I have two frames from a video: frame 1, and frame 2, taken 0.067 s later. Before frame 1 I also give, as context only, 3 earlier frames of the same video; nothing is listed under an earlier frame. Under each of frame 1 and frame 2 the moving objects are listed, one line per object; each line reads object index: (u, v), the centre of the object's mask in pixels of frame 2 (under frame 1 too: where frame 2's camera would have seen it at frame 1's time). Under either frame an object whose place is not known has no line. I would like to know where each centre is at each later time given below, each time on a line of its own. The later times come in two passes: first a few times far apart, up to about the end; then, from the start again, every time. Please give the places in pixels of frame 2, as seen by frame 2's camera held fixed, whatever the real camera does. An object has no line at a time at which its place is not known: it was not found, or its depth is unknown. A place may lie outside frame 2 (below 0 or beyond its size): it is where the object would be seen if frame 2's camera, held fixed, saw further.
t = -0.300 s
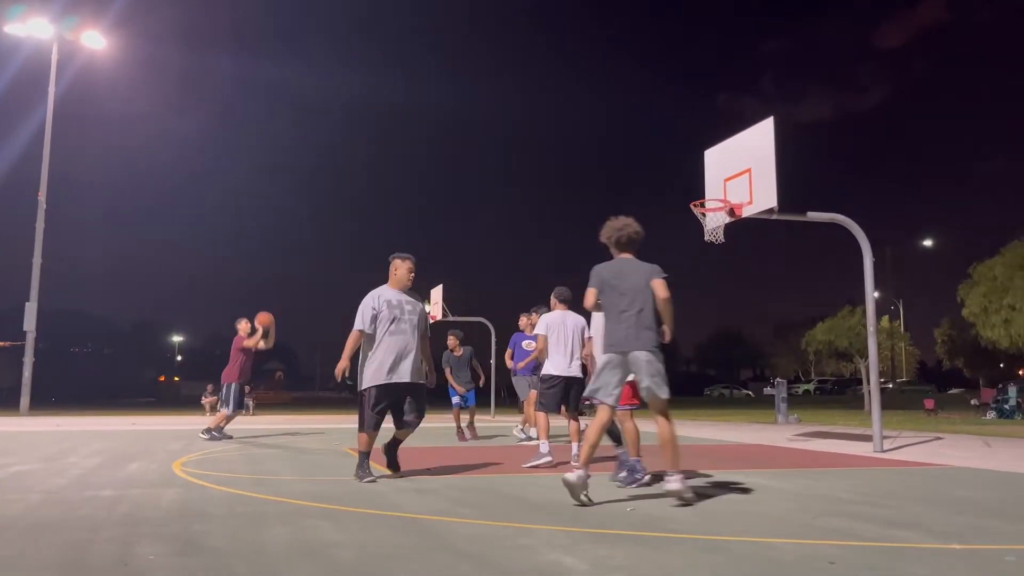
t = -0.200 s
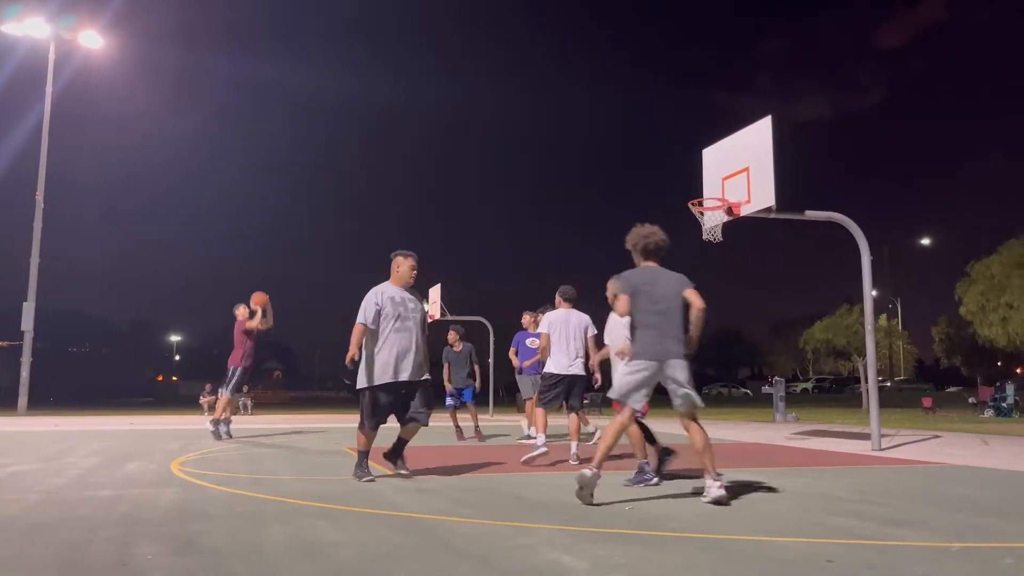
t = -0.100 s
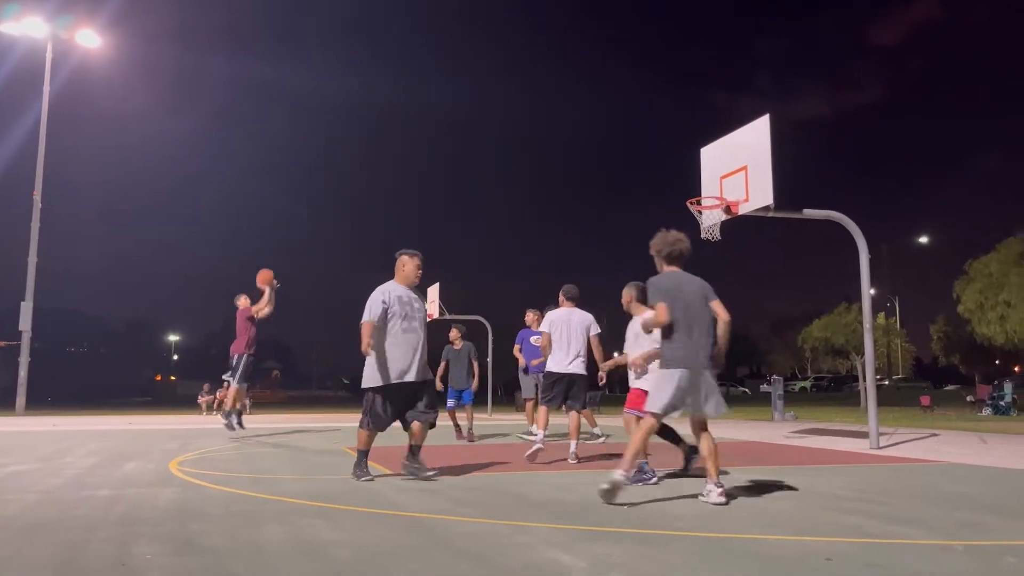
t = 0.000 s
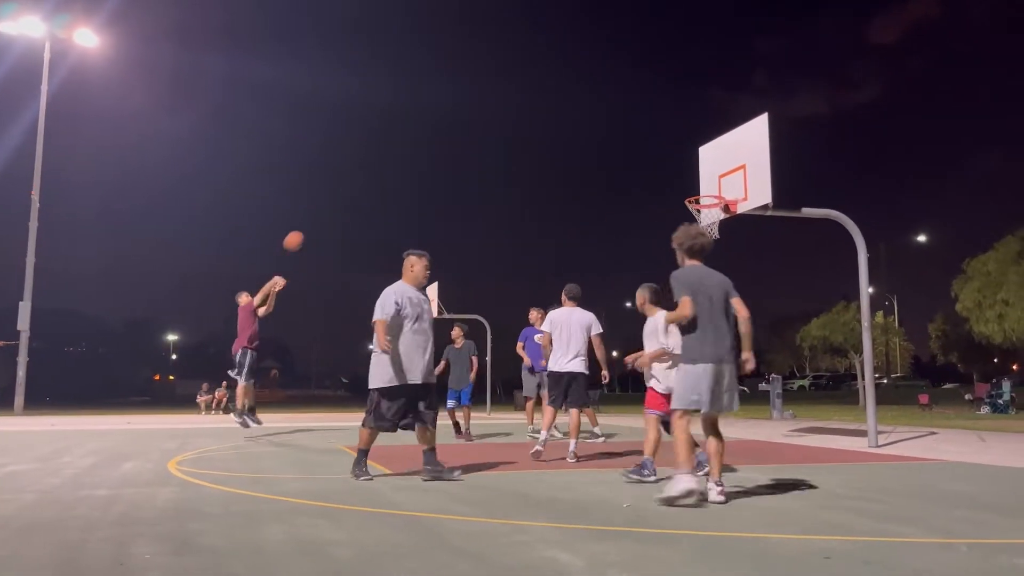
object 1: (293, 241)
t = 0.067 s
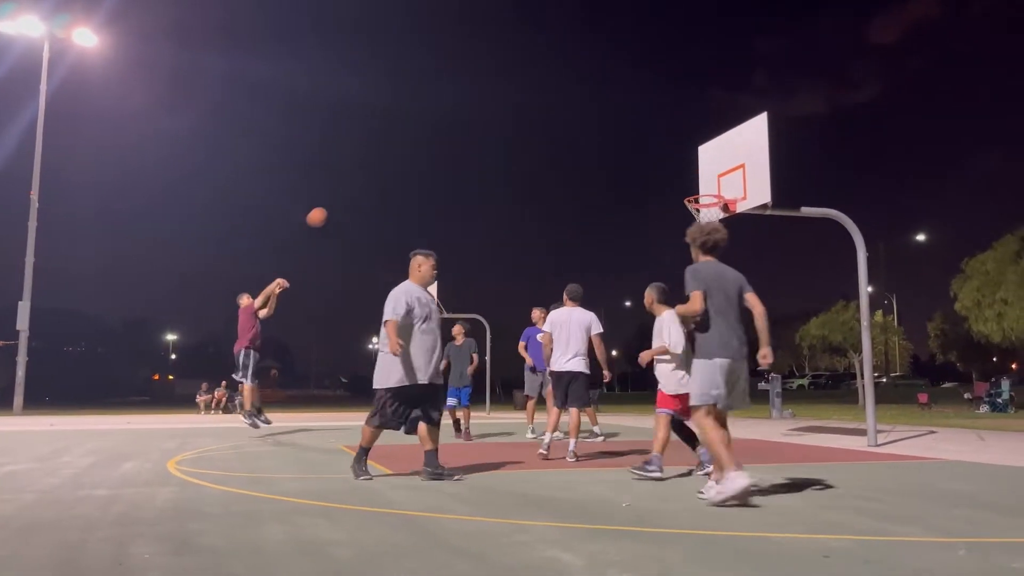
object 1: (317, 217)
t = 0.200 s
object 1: (365, 179)
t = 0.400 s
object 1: (437, 141)
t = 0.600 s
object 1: (513, 129)
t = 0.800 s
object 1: (594, 144)
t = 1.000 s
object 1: (680, 190)
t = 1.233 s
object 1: (639, 176)
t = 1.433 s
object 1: (593, 196)
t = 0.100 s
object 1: (329, 207)
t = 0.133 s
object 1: (341, 197)
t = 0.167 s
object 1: (353, 187)
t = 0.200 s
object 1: (365, 179)
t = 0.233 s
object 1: (377, 171)
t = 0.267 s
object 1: (388, 163)
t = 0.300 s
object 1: (401, 157)
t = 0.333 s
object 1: (413, 151)
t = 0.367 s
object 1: (425, 145)
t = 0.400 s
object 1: (437, 141)
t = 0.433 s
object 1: (450, 137)
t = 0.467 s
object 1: (462, 134)
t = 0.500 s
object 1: (475, 132)
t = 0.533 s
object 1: (488, 130)
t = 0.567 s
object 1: (500, 129)
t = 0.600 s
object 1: (513, 129)
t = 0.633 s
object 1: (526, 129)
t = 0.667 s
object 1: (540, 130)
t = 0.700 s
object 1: (553, 133)
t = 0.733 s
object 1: (566, 136)
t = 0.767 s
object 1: (580, 140)
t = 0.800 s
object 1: (594, 144)
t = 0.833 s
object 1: (608, 150)
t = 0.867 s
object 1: (622, 156)
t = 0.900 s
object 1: (636, 163)
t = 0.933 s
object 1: (652, 172)
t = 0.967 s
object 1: (666, 181)
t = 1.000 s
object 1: (680, 190)
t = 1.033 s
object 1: (680, 190)
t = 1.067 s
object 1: (673, 186)
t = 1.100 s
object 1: (667, 182)
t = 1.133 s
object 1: (660, 180)
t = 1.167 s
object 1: (653, 178)
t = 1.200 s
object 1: (646, 177)
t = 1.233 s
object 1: (639, 176)
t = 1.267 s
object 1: (631, 177)
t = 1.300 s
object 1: (624, 179)
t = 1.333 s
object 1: (617, 181)
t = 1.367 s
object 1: (609, 185)
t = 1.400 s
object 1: (601, 190)
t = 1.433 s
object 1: (593, 196)
